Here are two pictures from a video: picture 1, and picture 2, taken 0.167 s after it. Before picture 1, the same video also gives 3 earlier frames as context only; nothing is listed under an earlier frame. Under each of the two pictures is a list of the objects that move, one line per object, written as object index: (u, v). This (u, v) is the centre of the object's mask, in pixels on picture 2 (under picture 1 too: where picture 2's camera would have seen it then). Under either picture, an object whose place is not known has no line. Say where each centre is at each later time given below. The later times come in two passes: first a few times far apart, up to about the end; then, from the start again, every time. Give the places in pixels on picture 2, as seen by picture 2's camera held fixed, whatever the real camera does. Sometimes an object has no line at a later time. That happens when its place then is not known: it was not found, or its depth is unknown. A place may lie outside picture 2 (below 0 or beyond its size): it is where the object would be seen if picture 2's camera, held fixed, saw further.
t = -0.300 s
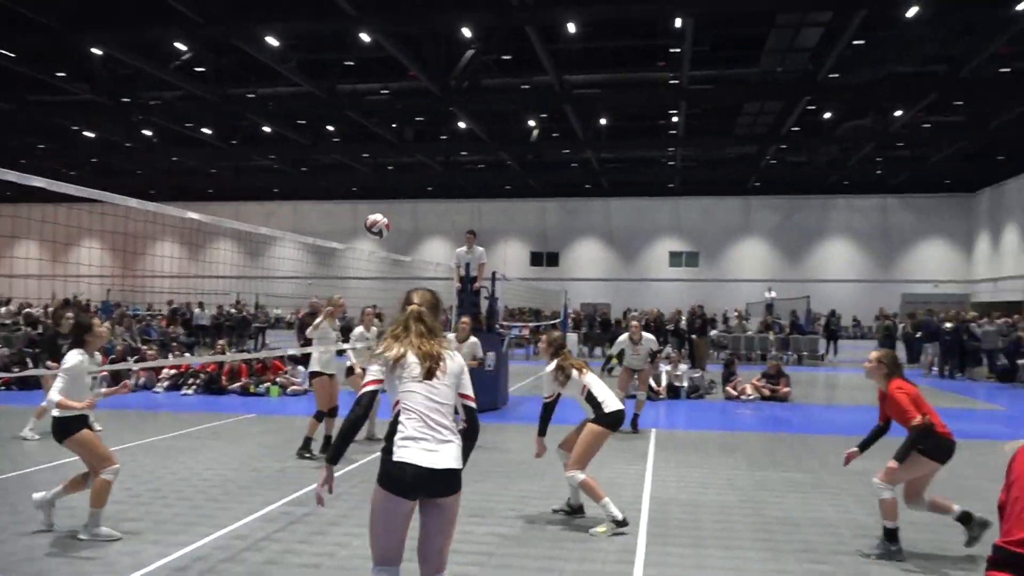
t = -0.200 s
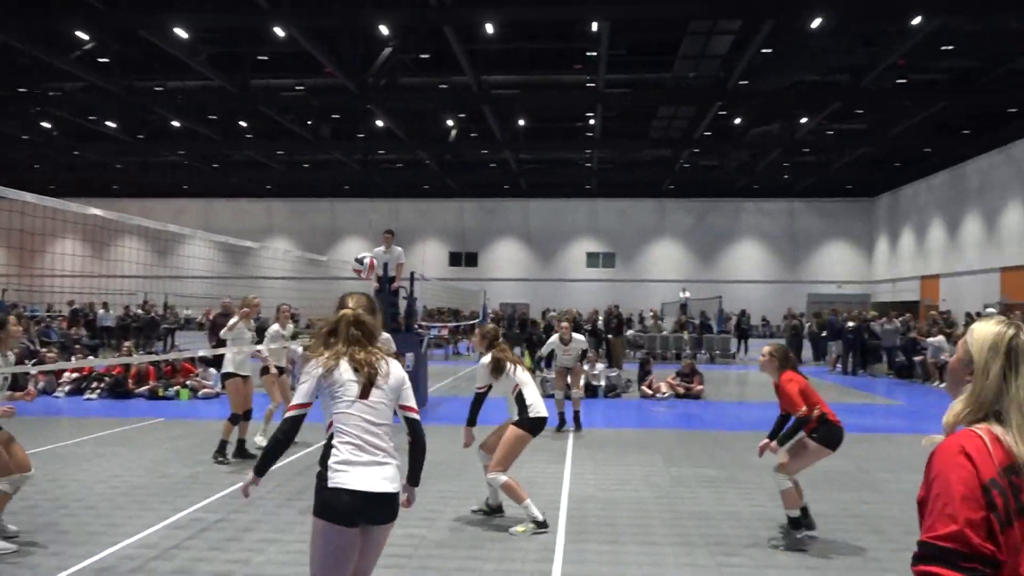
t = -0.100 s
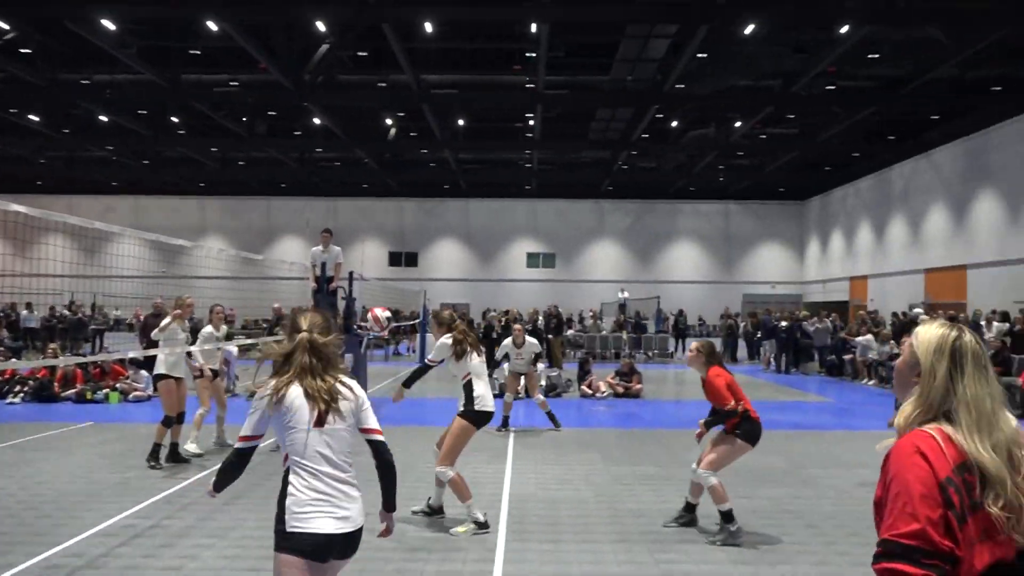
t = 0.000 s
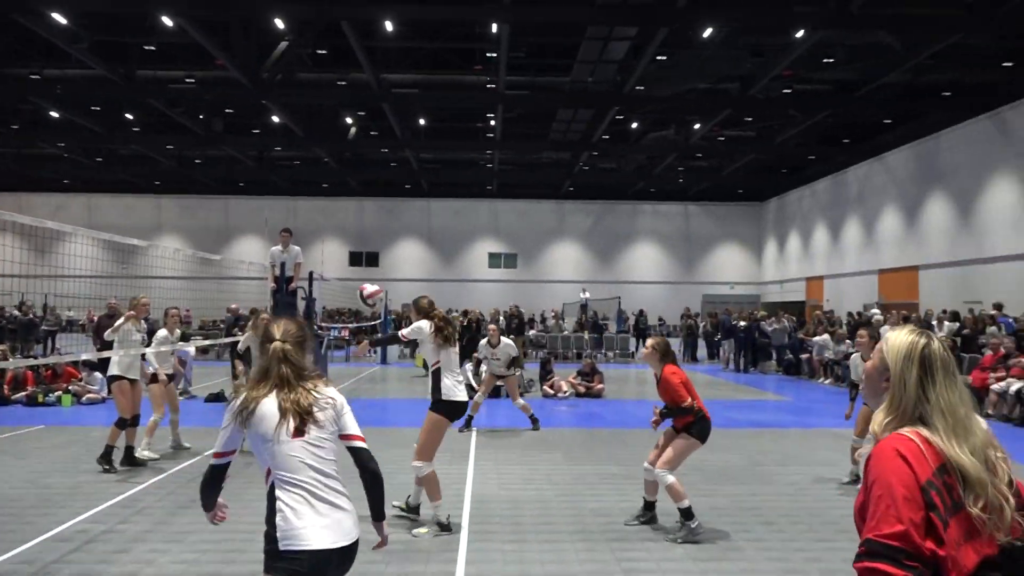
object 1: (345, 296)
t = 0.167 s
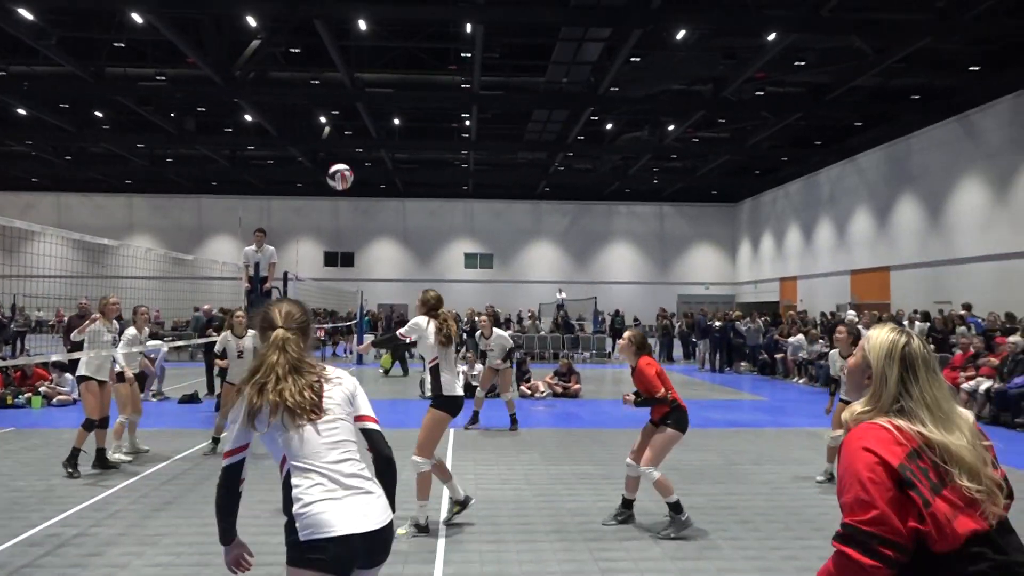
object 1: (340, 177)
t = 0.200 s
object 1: (339, 157)
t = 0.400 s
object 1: (333, 71)
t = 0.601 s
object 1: (326, 35)
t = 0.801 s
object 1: (320, 44)
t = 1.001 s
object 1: (312, 97)
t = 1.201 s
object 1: (304, 192)
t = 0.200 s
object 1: (339, 157)
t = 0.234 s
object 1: (337, 139)
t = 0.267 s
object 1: (337, 123)
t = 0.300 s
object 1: (336, 108)
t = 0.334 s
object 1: (335, 94)
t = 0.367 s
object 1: (334, 82)
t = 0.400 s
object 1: (333, 71)
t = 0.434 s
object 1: (332, 62)
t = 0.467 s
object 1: (330, 53)
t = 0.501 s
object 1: (329, 47)
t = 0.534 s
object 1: (328, 42)
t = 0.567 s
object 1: (327, 37)
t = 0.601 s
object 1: (326, 35)
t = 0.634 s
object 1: (325, 33)
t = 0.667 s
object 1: (324, 33)
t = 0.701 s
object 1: (323, 34)
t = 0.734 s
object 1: (322, 36)
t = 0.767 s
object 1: (321, 40)
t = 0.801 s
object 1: (320, 44)
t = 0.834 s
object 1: (318, 50)
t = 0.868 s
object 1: (317, 57)
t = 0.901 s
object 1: (316, 66)
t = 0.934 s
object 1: (315, 75)
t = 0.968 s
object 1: (313, 85)
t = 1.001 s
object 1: (312, 97)
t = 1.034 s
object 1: (311, 110)
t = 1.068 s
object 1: (310, 125)
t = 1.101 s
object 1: (308, 140)
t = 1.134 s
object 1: (307, 156)
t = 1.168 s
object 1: (305, 174)
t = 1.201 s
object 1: (304, 192)
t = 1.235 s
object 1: (302, 212)
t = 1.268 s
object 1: (301, 233)
